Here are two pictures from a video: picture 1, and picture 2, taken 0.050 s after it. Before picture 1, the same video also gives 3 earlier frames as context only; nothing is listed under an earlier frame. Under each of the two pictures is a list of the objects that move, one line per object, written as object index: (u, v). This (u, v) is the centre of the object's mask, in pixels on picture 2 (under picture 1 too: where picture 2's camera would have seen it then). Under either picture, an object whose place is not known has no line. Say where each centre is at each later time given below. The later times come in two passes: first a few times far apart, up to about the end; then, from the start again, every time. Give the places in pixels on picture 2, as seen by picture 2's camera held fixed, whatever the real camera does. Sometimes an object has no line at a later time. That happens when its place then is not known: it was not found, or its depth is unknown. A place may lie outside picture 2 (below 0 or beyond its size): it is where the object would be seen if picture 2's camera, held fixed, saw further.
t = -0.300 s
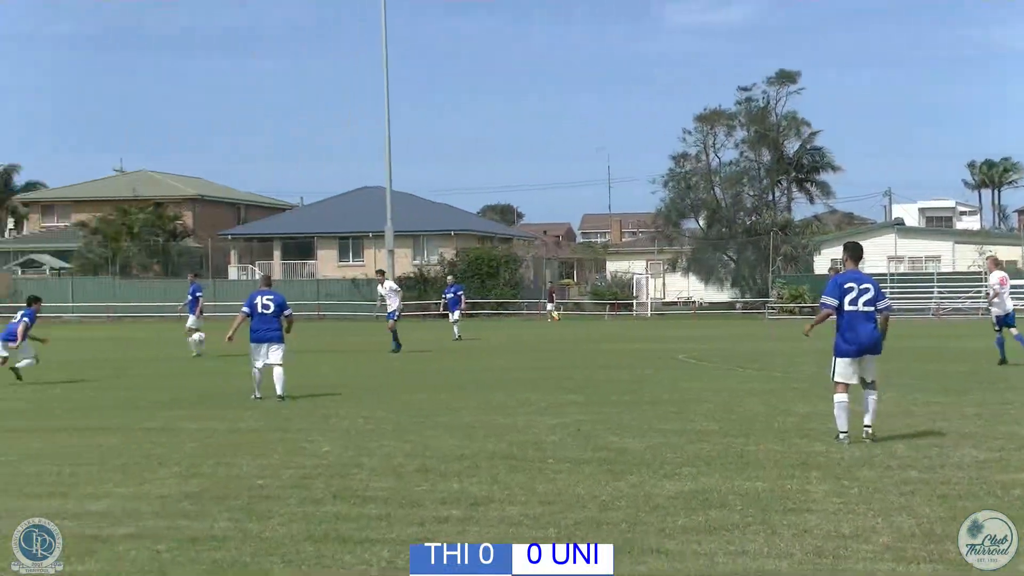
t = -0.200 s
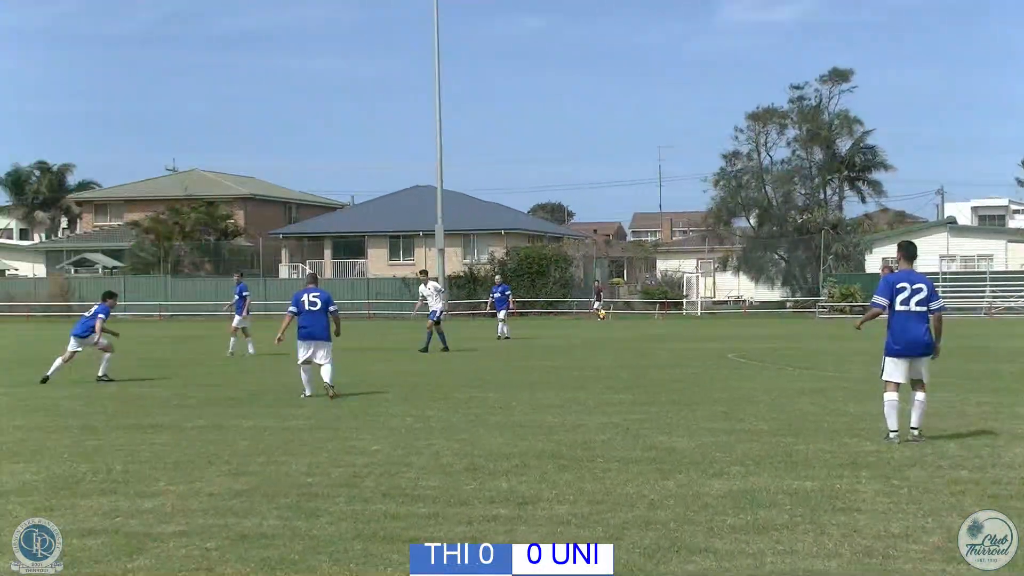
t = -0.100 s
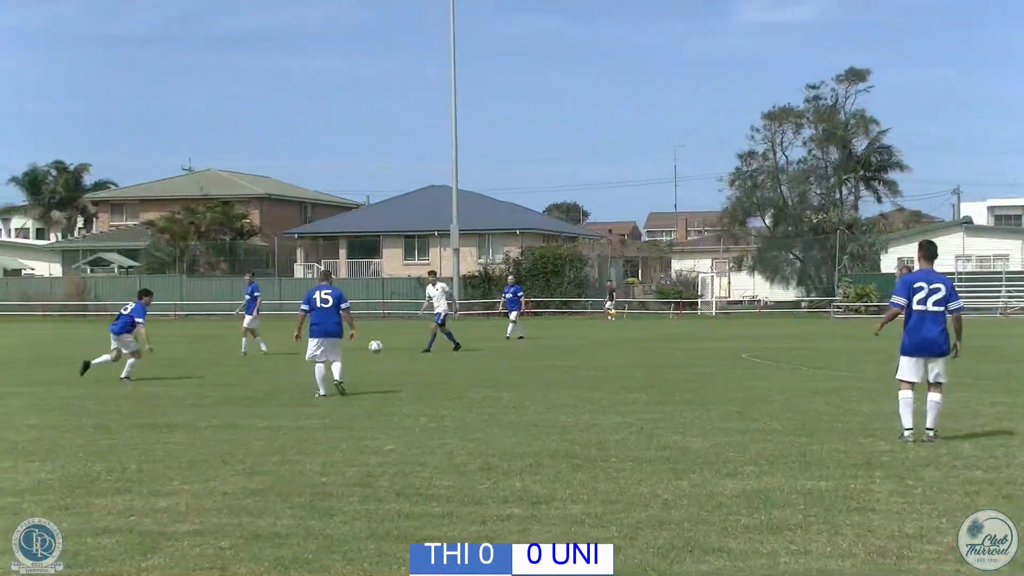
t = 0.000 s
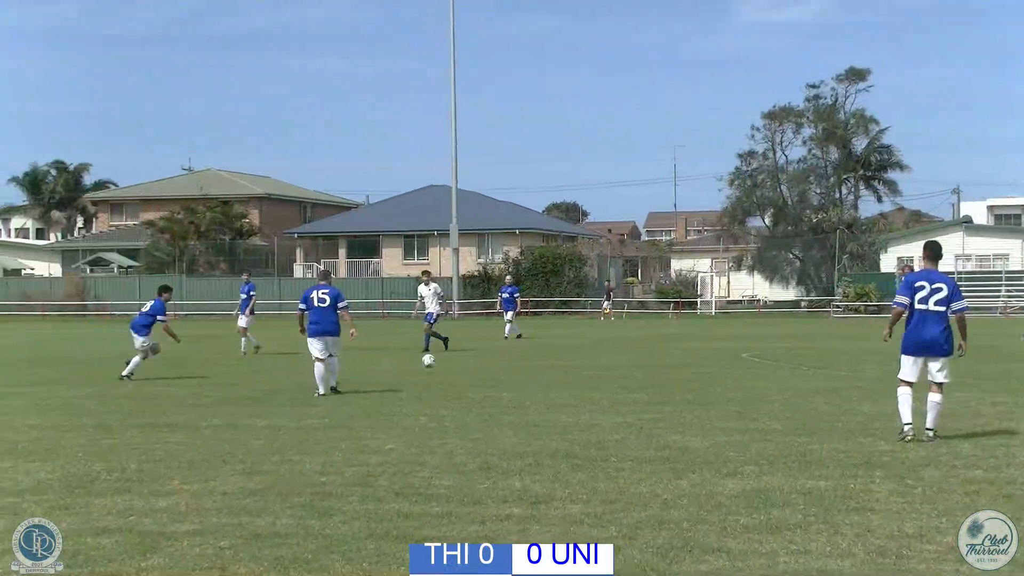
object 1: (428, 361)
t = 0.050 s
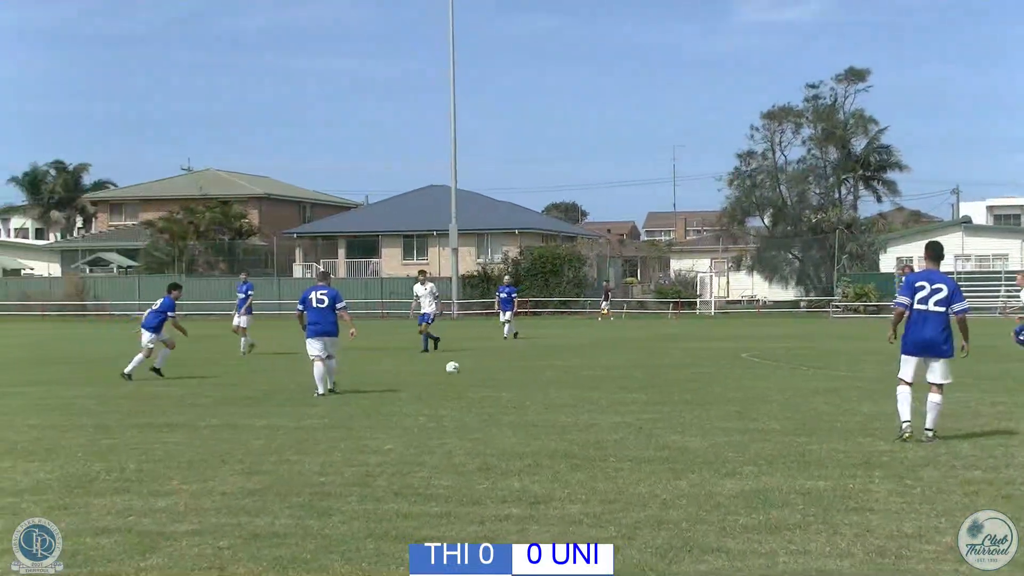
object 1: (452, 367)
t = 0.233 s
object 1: (514, 355)
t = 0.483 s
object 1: (595, 366)
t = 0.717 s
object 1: (657, 363)
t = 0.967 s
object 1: (720, 358)
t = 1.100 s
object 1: (752, 360)
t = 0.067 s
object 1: (458, 366)
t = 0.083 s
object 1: (464, 364)
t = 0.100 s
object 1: (469, 362)
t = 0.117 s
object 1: (475, 360)
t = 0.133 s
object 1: (480, 359)
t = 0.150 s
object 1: (487, 358)
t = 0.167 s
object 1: (491, 357)
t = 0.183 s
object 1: (497, 356)
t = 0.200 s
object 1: (503, 356)
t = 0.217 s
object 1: (508, 355)
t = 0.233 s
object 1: (514, 355)
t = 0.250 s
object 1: (520, 355)
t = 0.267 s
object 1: (525, 356)
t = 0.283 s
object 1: (531, 355)
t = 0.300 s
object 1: (536, 356)
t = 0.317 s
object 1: (542, 357)
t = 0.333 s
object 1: (548, 358)
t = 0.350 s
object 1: (553, 360)
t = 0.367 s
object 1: (559, 360)
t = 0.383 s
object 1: (564, 362)
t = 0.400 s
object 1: (570, 364)
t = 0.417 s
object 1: (575, 365)
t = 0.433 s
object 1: (581, 367)
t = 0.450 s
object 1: (586, 367)
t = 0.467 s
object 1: (591, 367)
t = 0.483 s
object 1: (595, 366)
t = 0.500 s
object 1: (600, 365)
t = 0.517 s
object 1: (604, 364)
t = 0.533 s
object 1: (608, 363)
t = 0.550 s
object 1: (613, 362)
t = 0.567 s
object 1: (617, 361)
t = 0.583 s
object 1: (622, 361)
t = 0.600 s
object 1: (627, 361)
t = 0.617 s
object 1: (630, 360)
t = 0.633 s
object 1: (635, 361)
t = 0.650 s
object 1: (639, 361)
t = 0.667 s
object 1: (643, 362)
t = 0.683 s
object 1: (648, 362)
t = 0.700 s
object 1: (653, 363)
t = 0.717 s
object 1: (657, 363)
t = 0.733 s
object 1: (662, 364)
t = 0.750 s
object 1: (666, 365)
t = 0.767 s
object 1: (670, 363)
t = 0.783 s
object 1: (674, 363)
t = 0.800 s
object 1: (678, 362)
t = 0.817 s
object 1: (682, 361)
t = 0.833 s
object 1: (686, 359)
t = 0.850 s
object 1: (690, 359)
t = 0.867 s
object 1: (695, 358)
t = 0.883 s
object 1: (699, 357)
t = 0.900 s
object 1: (704, 357)
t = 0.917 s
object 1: (707, 357)
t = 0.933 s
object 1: (712, 358)
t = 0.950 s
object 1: (715, 358)
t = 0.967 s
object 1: (720, 358)
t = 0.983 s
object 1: (724, 359)
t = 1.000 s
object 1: (728, 360)
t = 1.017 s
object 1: (732, 360)
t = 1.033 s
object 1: (736, 361)
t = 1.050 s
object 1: (740, 361)
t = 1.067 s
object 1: (744, 361)
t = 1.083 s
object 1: (749, 360)
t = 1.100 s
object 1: (752, 360)
